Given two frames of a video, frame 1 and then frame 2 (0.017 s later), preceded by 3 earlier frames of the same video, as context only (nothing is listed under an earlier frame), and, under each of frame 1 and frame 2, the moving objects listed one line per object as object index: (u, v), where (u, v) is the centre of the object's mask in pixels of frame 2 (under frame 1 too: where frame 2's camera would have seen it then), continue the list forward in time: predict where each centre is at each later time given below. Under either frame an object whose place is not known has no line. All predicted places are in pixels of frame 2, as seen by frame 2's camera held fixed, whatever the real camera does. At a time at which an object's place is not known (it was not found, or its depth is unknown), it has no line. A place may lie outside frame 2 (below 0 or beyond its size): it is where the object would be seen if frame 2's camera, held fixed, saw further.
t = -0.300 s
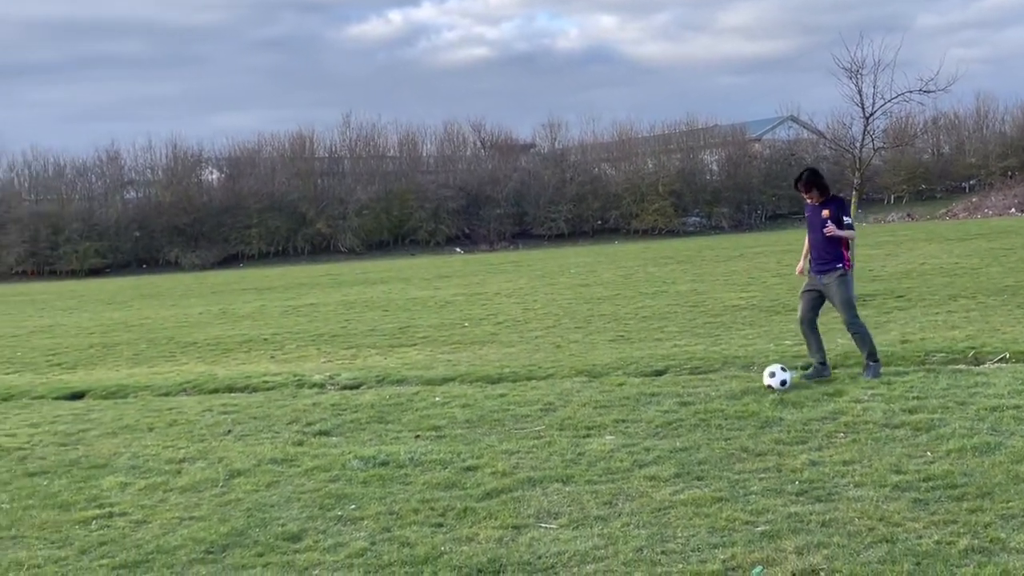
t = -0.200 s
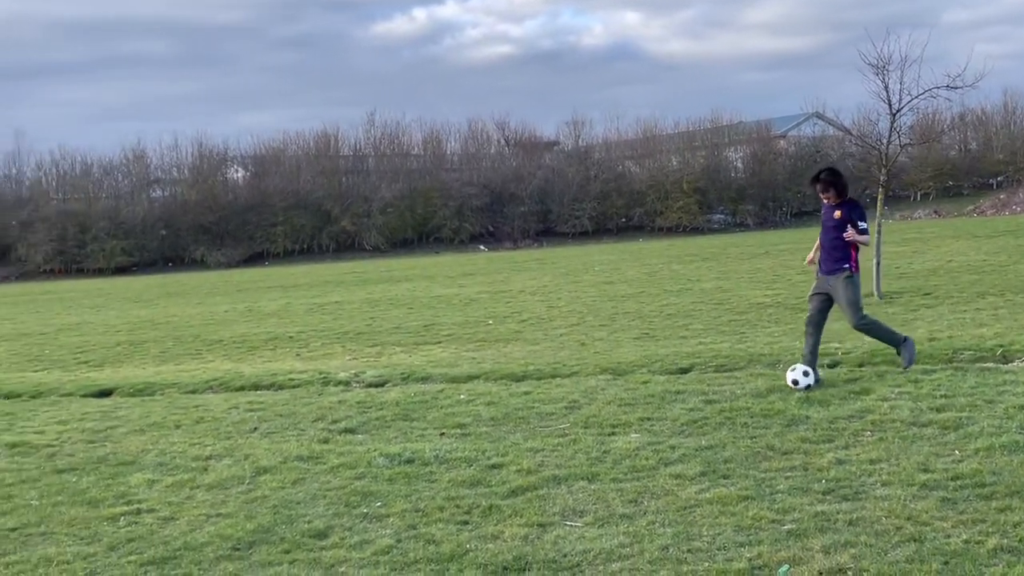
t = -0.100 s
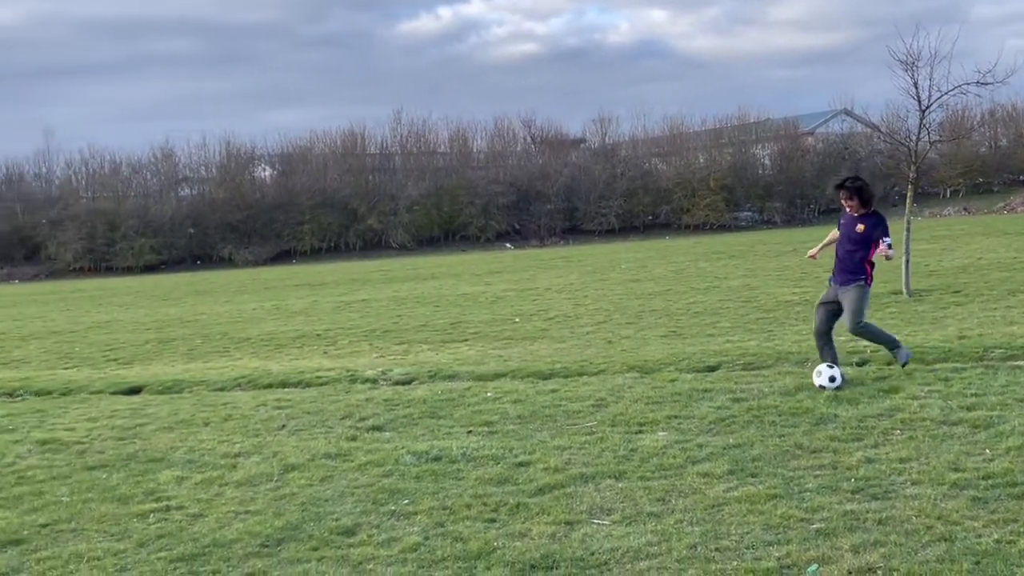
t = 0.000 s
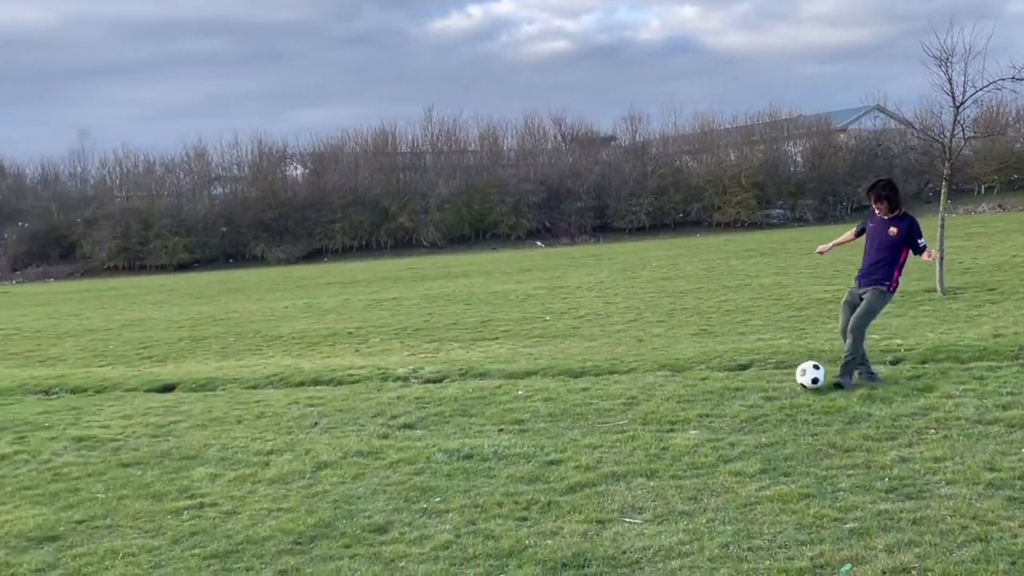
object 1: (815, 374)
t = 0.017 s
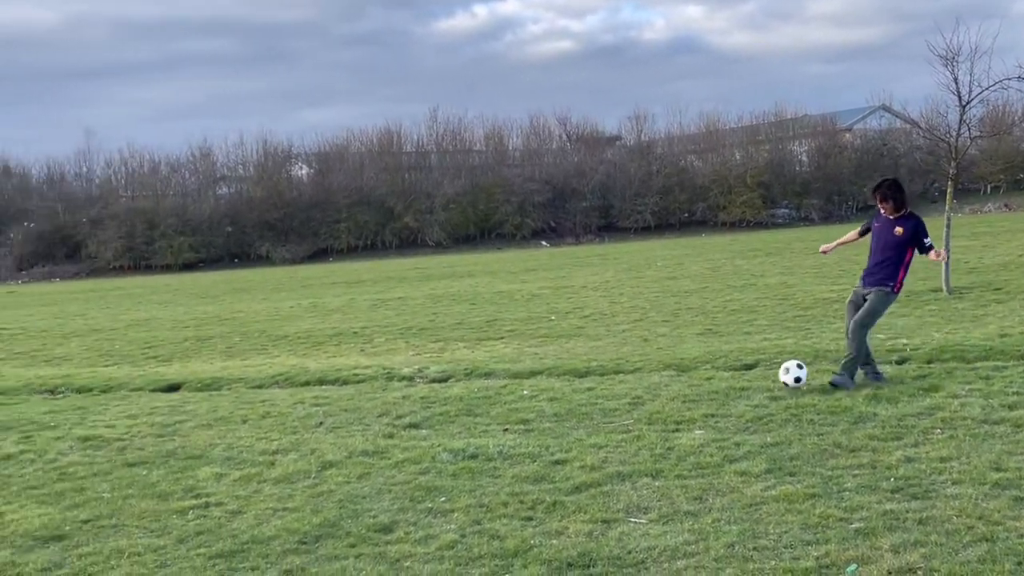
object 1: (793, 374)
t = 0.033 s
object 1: (771, 373)
